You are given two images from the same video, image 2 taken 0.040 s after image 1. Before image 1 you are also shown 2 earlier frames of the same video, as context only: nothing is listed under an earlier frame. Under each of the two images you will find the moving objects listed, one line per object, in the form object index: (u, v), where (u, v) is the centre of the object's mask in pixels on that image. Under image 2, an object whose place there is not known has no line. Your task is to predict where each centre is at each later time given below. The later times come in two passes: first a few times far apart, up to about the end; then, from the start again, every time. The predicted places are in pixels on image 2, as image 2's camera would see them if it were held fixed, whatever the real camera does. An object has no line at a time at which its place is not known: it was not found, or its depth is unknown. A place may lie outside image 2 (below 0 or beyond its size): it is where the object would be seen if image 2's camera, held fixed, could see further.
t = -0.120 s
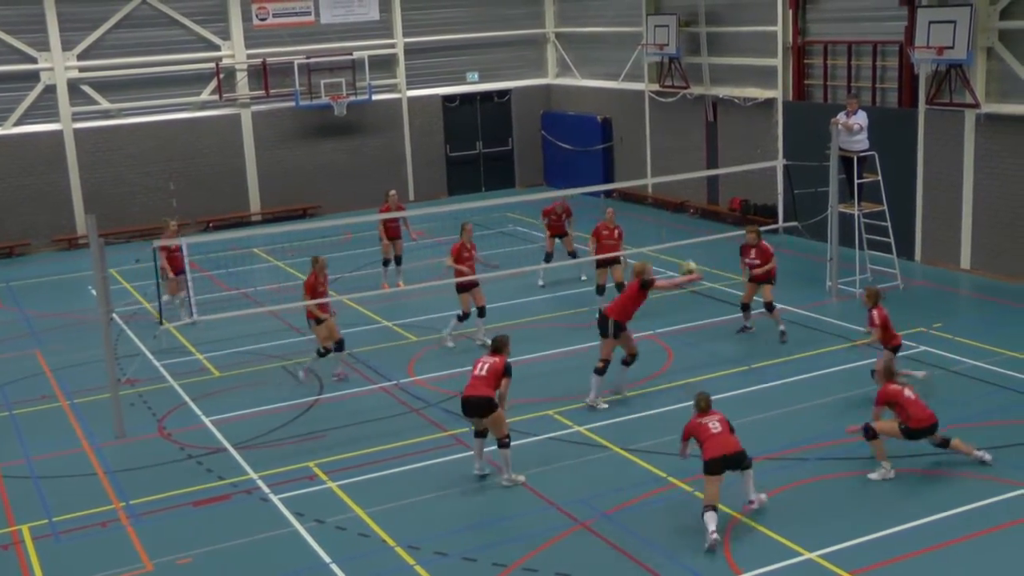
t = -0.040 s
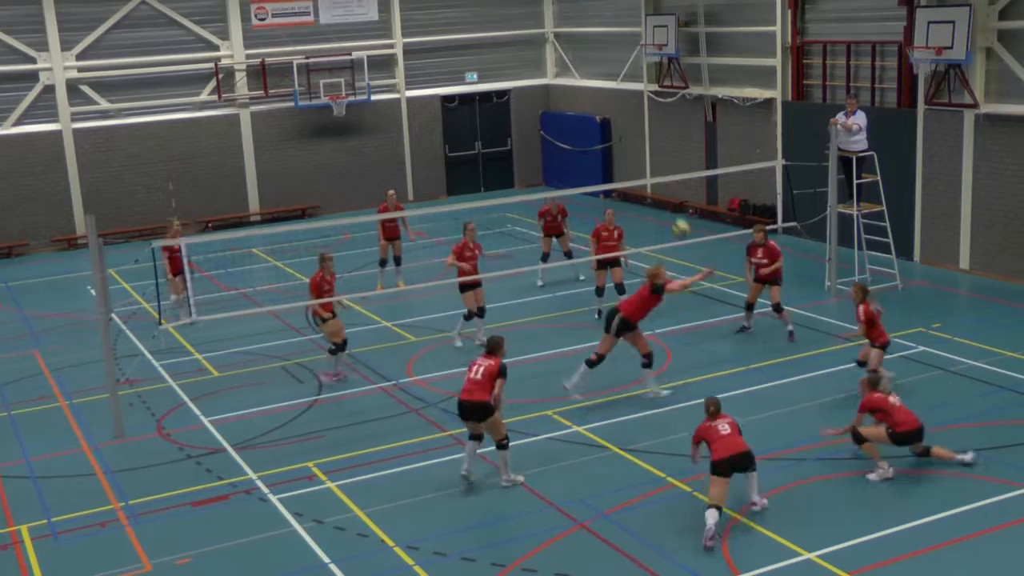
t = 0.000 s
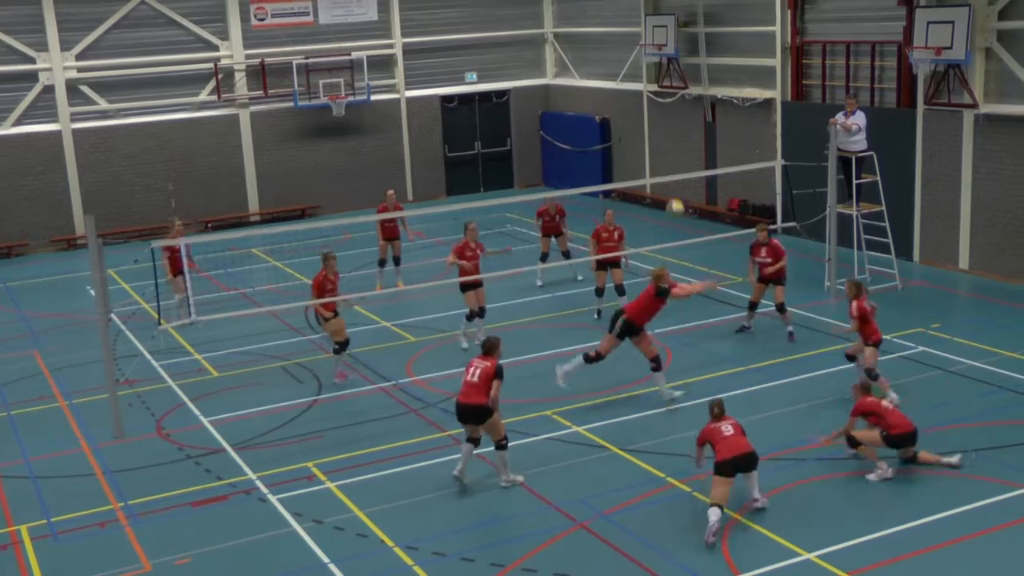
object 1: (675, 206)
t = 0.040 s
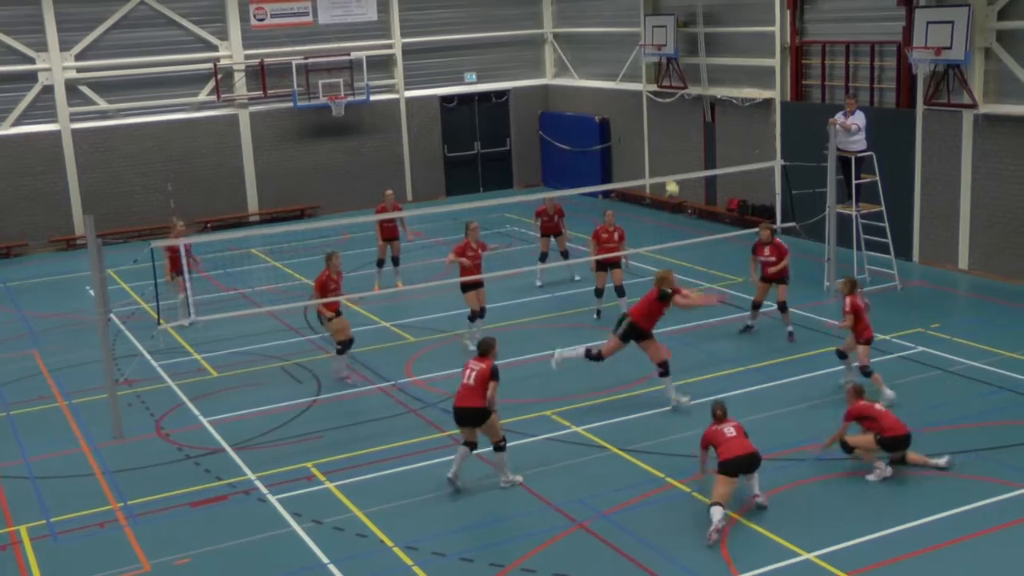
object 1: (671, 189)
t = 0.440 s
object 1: (628, 78)
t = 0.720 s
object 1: (600, 79)
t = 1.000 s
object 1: (576, 144)
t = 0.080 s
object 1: (666, 172)
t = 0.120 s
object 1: (663, 156)
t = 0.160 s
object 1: (658, 141)
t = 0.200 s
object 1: (654, 128)
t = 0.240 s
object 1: (649, 116)
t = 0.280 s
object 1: (644, 105)
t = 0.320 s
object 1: (641, 95)
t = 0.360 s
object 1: (636, 87)
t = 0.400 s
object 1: (632, 82)
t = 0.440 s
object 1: (628, 78)
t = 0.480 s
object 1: (624, 73)
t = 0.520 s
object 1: (620, 71)
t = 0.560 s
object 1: (616, 69)
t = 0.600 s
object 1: (612, 69)
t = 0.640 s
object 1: (609, 70)
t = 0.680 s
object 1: (605, 74)
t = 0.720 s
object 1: (600, 79)
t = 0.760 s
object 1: (597, 83)
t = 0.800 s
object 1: (593, 89)
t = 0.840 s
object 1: (590, 96)
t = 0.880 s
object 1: (586, 106)
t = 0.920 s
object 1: (583, 118)
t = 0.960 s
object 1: (579, 131)
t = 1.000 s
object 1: (576, 144)
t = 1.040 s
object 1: (572, 158)
